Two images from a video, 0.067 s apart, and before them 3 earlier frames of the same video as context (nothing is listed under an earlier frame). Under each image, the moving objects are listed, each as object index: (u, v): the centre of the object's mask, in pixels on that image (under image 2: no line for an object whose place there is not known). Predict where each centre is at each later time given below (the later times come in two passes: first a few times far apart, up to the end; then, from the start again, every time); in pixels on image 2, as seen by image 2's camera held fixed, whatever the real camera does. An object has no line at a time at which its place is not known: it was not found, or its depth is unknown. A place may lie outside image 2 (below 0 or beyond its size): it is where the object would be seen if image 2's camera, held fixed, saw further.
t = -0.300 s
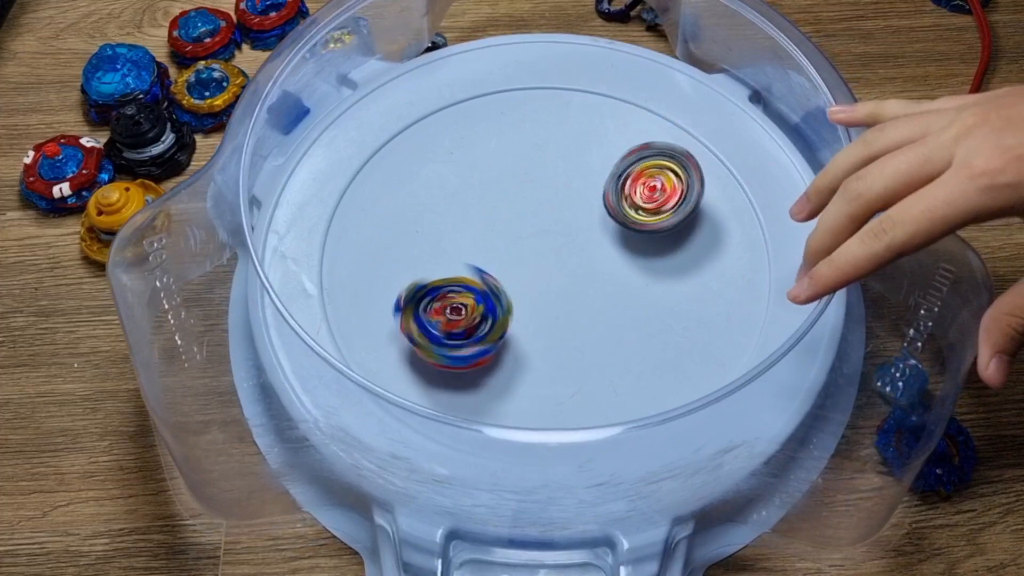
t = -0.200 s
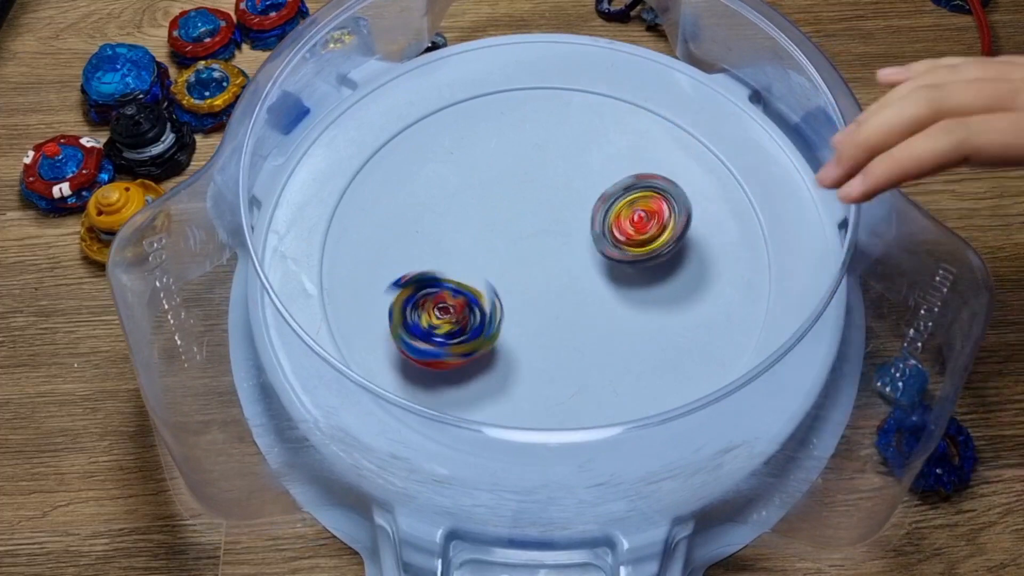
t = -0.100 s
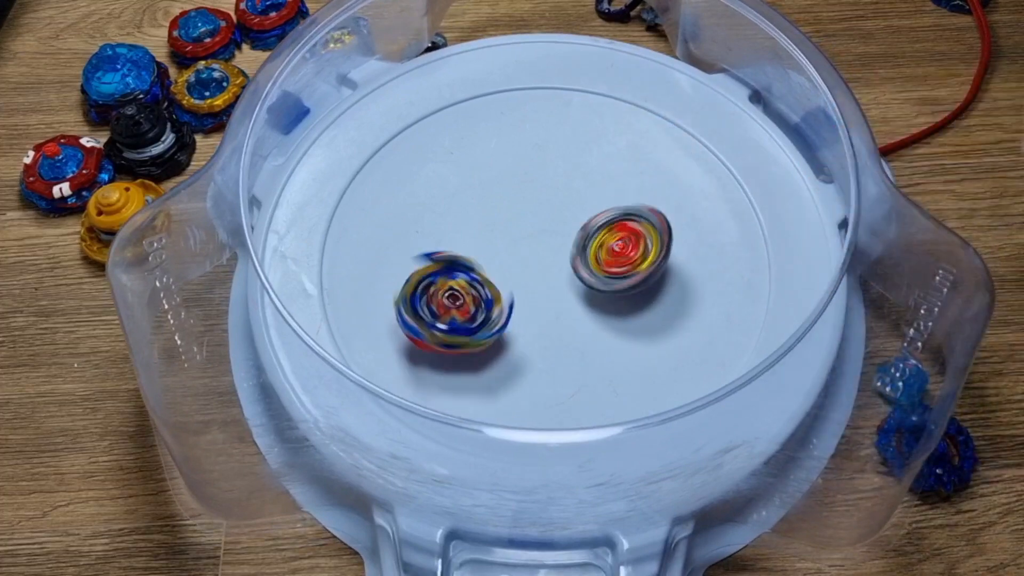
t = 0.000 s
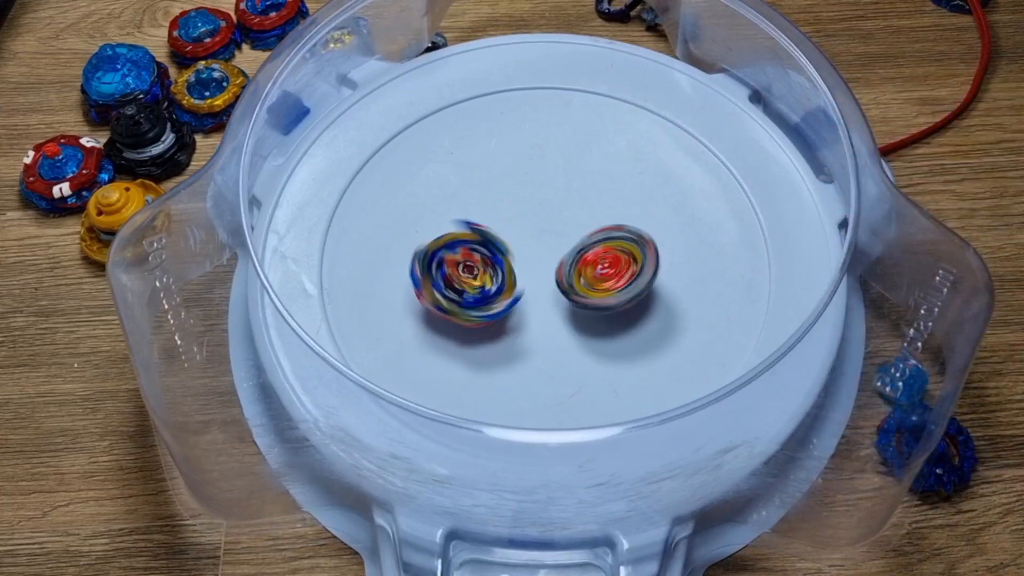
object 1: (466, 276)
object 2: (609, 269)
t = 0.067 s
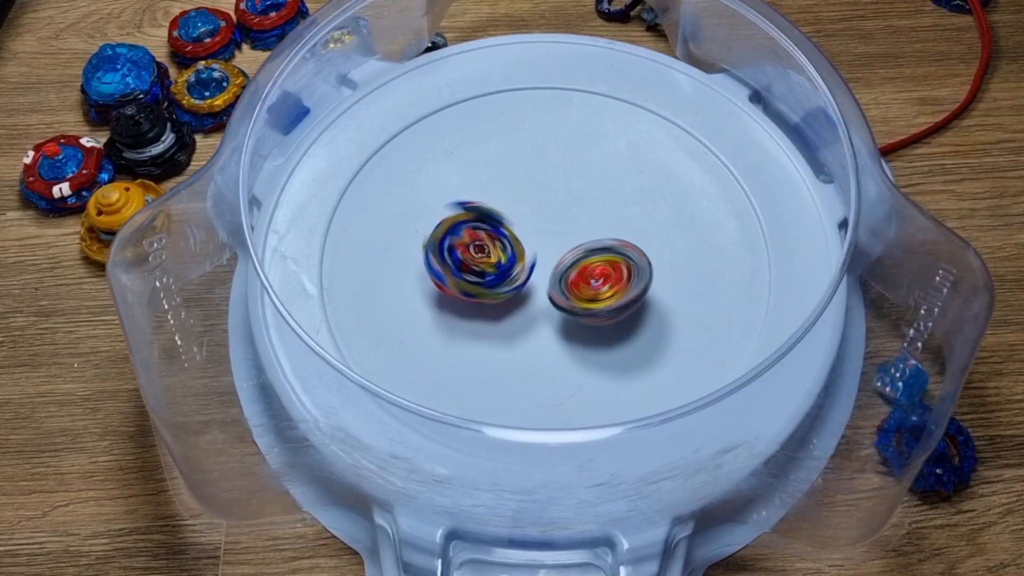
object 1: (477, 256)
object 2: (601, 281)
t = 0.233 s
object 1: (509, 206)
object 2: (568, 300)
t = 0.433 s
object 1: (554, 157)
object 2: (523, 295)
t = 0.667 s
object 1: (579, 145)
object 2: (489, 264)
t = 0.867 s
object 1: (599, 202)
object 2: (488, 230)
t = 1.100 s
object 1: (614, 275)
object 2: (512, 200)
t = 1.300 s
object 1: (615, 325)
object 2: (549, 191)
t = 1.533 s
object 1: (572, 311)
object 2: (592, 205)
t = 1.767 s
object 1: (497, 272)
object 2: (610, 240)
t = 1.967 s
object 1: (448, 231)
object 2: (601, 273)
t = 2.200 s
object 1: (454, 210)
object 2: (561, 293)
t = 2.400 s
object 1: (515, 194)
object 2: (522, 288)
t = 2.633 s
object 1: (587, 183)
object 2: (494, 253)
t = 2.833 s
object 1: (622, 184)
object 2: (498, 220)
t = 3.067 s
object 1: (632, 242)
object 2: (508, 187)
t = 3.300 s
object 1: (620, 299)
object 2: (550, 191)
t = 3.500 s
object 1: (552, 312)
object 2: (592, 210)
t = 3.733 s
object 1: (507, 264)
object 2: (618, 253)
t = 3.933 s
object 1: (537, 223)
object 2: (596, 288)
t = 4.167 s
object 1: (610, 222)
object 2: (535, 317)
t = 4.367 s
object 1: (631, 259)
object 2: (492, 296)
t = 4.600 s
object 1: (622, 315)
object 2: (480, 244)
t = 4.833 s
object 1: (622, 323)
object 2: (514, 198)
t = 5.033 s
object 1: (649, 289)
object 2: (563, 191)
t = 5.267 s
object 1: (628, 297)
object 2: (608, 216)
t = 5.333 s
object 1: (618, 304)
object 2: (604, 224)
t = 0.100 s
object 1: (483, 246)
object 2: (595, 286)
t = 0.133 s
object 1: (489, 236)
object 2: (588, 291)
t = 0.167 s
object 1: (495, 226)
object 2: (581, 295)
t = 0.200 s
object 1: (501, 216)
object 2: (574, 299)
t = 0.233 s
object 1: (509, 206)
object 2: (568, 300)
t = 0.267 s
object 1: (515, 197)
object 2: (560, 301)
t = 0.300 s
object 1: (523, 189)
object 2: (552, 300)
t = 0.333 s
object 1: (530, 180)
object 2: (543, 300)
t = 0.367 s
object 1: (539, 172)
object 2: (534, 299)
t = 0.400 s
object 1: (546, 165)
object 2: (528, 298)
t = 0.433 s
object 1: (554, 157)
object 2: (523, 295)
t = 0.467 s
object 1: (561, 150)
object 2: (518, 292)
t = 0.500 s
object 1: (567, 144)
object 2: (512, 289)
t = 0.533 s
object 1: (571, 141)
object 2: (505, 285)
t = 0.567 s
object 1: (576, 137)
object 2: (500, 281)
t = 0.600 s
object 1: (578, 138)
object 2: (495, 277)
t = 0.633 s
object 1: (578, 140)
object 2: (492, 271)
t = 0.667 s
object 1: (579, 145)
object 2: (489, 264)
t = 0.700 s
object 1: (580, 152)
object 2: (486, 258)
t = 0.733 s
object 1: (584, 162)
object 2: (483, 252)
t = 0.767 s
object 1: (587, 172)
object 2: (484, 247)
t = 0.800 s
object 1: (592, 181)
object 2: (485, 242)
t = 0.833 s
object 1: (595, 191)
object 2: (487, 236)
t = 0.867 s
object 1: (599, 202)
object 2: (488, 230)
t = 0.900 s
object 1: (602, 213)
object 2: (489, 224)
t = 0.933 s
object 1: (605, 222)
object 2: (492, 218)
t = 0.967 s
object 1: (608, 233)
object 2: (496, 212)
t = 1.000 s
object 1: (610, 244)
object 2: (498, 207)
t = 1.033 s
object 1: (612, 254)
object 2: (500, 203)
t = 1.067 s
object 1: (612, 265)
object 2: (505, 202)
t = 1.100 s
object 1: (614, 275)
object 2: (512, 200)
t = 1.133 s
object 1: (614, 286)
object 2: (519, 198)
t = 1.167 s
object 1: (616, 296)
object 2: (525, 195)
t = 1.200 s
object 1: (615, 306)
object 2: (531, 193)
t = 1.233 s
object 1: (616, 314)
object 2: (537, 192)
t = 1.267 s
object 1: (615, 321)
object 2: (543, 190)
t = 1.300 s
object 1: (615, 325)
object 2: (549, 191)
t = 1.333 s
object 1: (613, 329)
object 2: (554, 193)
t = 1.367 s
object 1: (611, 329)
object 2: (561, 195)
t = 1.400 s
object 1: (608, 328)
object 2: (568, 198)
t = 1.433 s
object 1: (602, 325)
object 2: (576, 199)
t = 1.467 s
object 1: (596, 321)
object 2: (583, 200)
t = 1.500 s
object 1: (584, 316)
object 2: (588, 202)
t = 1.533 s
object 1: (572, 311)
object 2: (592, 205)
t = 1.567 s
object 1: (563, 307)
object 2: (596, 209)
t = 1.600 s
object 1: (550, 301)
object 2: (599, 215)
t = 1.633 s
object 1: (539, 296)
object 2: (602, 221)
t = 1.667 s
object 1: (529, 290)
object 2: (607, 226)
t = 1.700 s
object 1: (517, 284)
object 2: (610, 231)
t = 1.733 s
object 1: (506, 279)
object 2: (611, 234)
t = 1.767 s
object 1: (497, 272)
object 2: (610, 240)
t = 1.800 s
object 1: (488, 266)
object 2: (610, 245)
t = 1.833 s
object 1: (479, 259)
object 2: (609, 253)
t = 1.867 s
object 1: (471, 252)
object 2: (606, 260)
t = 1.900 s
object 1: (463, 244)
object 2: (605, 266)
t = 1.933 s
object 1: (456, 237)
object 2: (605, 269)
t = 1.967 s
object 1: (448, 231)
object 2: (601, 273)
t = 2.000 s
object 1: (444, 223)
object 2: (596, 279)
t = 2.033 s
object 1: (440, 221)
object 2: (591, 282)
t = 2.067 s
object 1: (440, 217)
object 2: (584, 286)
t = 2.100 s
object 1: (440, 215)
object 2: (578, 290)
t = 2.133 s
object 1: (442, 213)
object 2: (575, 290)
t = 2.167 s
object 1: (448, 212)
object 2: (569, 291)
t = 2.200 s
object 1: (454, 210)
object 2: (561, 293)
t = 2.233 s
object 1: (464, 207)
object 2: (555, 294)
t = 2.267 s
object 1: (474, 206)
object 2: (546, 293)
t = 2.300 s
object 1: (483, 203)
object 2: (538, 293)
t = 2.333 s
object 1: (495, 200)
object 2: (535, 291)
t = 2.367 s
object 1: (504, 197)
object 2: (529, 289)
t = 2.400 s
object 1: (515, 194)
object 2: (522, 288)
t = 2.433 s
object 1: (526, 193)
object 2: (516, 284)
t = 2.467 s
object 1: (535, 190)
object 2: (509, 279)
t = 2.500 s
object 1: (547, 188)
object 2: (504, 275)
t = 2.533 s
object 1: (557, 187)
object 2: (503, 271)
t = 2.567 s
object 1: (568, 186)
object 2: (499, 265)
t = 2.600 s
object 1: (578, 185)
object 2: (495, 261)
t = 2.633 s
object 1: (587, 183)
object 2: (494, 253)
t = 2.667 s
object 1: (599, 182)
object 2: (492, 247)
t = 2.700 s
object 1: (606, 181)
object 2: (494, 244)
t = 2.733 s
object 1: (613, 180)
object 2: (496, 239)
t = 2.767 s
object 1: (618, 180)
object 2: (496, 233)
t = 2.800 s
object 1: (621, 181)
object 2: (498, 227)
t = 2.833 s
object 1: (622, 184)
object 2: (498, 220)
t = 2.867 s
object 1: (621, 186)
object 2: (502, 218)
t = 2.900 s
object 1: (621, 191)
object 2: (508, 214)
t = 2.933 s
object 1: (618, 196)
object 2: (511, 209)
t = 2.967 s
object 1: (617, 205)
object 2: (516, 205)
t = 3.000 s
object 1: (621, 217)
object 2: (513, 200)
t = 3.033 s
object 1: (628, 233)
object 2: (507, 193)
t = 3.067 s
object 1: (632, 242)
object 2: (508, 187)
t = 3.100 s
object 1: (635, 250)
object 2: (512, 182)
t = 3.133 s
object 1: (638, 258)
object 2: (516, 178)
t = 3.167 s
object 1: (639, 267)
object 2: (521, 181)
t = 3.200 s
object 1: (637, 277)
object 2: (531, 183)
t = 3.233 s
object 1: (633, 285)
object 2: (539, 183)
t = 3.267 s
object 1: (628, 293)
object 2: (545, 185)
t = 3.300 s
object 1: (620, 299)
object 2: (550, 191)
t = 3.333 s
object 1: (612, 304)
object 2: (560, 196)
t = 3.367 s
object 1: (601, 308)
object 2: (567, 198)
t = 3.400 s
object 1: (589, 309)
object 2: (572, 202)
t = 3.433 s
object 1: (578, 310)
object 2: (575, 210)
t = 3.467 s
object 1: (566, 311)
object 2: (585, 213)
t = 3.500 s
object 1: (552, 312)
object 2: (592, 210)
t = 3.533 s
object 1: (538, 308)
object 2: (599, 213)
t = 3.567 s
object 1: (527, 303)
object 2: (605, 221)
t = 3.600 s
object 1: (520, 297)
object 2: (612, 224)
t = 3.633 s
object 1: (516, 291)
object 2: (614, 232)
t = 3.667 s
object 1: (511, 284)
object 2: (615, 239)
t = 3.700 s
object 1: (508, 275)
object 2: (618, 246)
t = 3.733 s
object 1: (507, 264)
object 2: (618, 253)
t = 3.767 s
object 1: (509, 254)
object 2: (616, 259)
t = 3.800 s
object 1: (513, 245)
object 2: (612, 268)
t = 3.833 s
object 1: (519, 239)
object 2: (612, 272)
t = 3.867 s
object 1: (524, 233)
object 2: (607, 278)
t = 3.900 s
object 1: (530, 228)
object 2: (600, 283)
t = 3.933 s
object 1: (537, 223)
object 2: (596, 288)
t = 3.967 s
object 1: (547, 219)
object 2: (585, 294)
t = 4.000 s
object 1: (561, 213)
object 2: (579, 300)
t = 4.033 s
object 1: (574, 214)
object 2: (568, 308)
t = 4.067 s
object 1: (583, 215)
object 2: (561, 311)
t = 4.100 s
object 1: (592, 217)
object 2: (552, 316)
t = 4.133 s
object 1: (602, 218)
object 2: (540, 318)
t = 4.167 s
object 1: (610, 222)
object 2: (535, 317)
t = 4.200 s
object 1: (616, 227)
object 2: (526, 317)
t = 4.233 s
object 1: (622, 232)
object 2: (515, 314)
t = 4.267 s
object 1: (627, 238)
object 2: (511, 311)
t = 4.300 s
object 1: (630, 244)
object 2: (502, 307)
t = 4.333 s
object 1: (632, 252)
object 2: (494, 300)
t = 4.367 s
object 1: (631, 259)
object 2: (492, 296)
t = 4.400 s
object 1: (631, 266)
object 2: (486, 290)
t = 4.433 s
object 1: (631, 275)
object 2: (481, 281)
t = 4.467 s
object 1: (629, 282)
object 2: (481, 275)
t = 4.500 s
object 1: (627, 291)
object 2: (477, 267)
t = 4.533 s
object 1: (625, 299)
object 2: (476, 258)
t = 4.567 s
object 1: (623, 307)
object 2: (479, 252)
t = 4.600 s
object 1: (622, 315)
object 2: (480, 244)
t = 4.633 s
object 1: (622, 322)
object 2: (481, 234)
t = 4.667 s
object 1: (624, 327)
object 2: (487, 229)
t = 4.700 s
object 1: (626, 330)
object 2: (491, 221)
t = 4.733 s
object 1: (628, 331)
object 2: (495, 213)
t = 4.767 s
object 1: (627, 330)
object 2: (502, 211)
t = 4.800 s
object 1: (625, 328)
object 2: (509, 204)
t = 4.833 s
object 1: (622, 323)
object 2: (514, 198)
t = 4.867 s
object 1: (620, 317)
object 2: (523, 197)
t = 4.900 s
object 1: (621, 308)
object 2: (532, 193)
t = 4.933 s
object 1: (626, 300)
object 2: (538, 191)
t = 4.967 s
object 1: (633, 294)
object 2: (548, 192)
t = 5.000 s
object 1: (641, 291)
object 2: (557, 190)
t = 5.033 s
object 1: (649, 289)
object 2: (563, 191)
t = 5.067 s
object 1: (655, 289)
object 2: (573, 195)
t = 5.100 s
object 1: (657, 290)
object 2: (580, 194)
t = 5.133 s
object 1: (655, 289)
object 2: (586, 198)
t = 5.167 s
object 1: (650, 289)
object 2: (594, 204)
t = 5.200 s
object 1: (642, 290)
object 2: (599, 206)
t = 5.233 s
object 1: (634, 292)
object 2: (603, 212)
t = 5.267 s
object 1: (628, 297)
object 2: (608, 216)
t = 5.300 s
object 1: (625, 302)
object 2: (606, 218)
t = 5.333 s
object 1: (618, 304)
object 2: (604, 224)
